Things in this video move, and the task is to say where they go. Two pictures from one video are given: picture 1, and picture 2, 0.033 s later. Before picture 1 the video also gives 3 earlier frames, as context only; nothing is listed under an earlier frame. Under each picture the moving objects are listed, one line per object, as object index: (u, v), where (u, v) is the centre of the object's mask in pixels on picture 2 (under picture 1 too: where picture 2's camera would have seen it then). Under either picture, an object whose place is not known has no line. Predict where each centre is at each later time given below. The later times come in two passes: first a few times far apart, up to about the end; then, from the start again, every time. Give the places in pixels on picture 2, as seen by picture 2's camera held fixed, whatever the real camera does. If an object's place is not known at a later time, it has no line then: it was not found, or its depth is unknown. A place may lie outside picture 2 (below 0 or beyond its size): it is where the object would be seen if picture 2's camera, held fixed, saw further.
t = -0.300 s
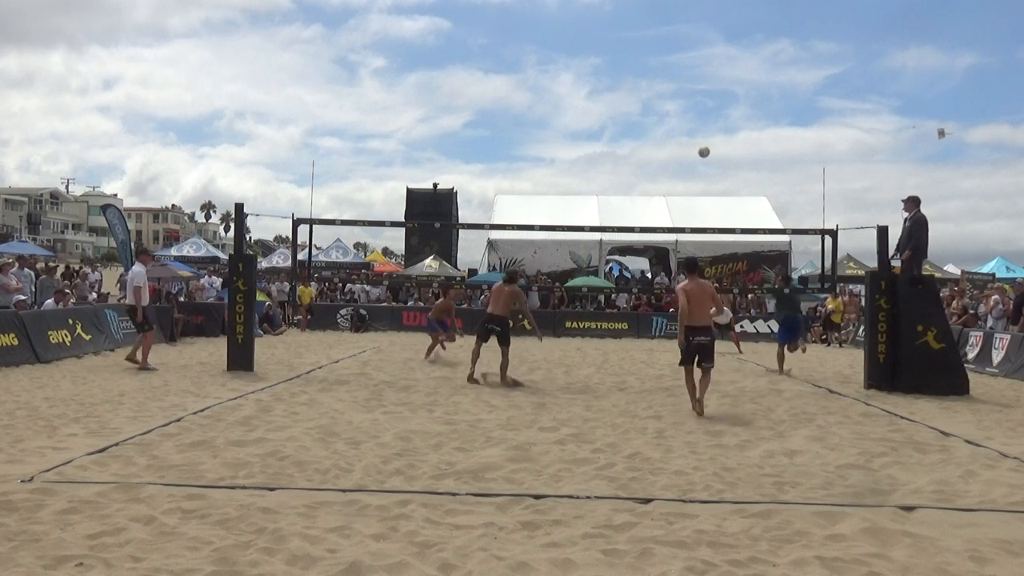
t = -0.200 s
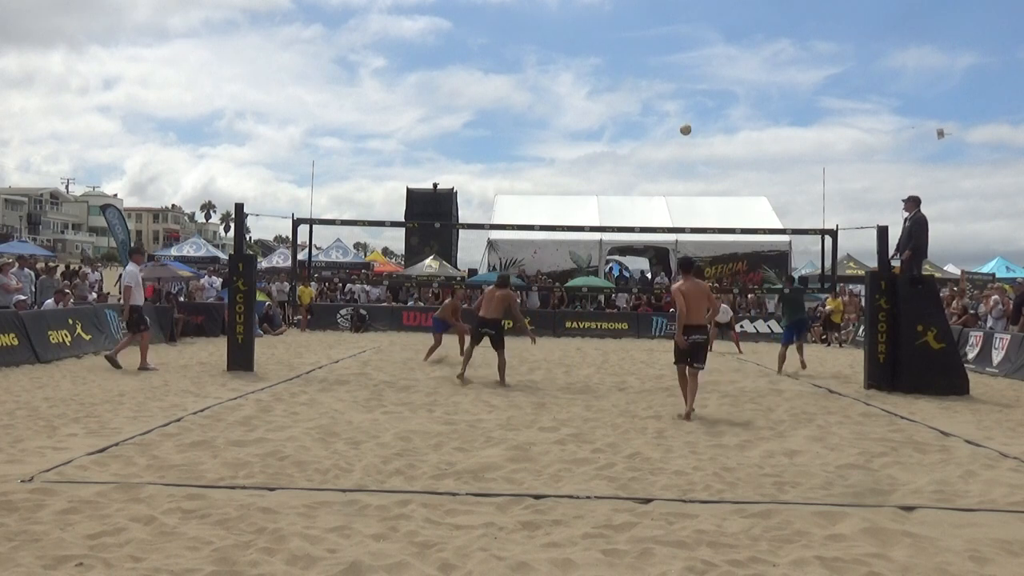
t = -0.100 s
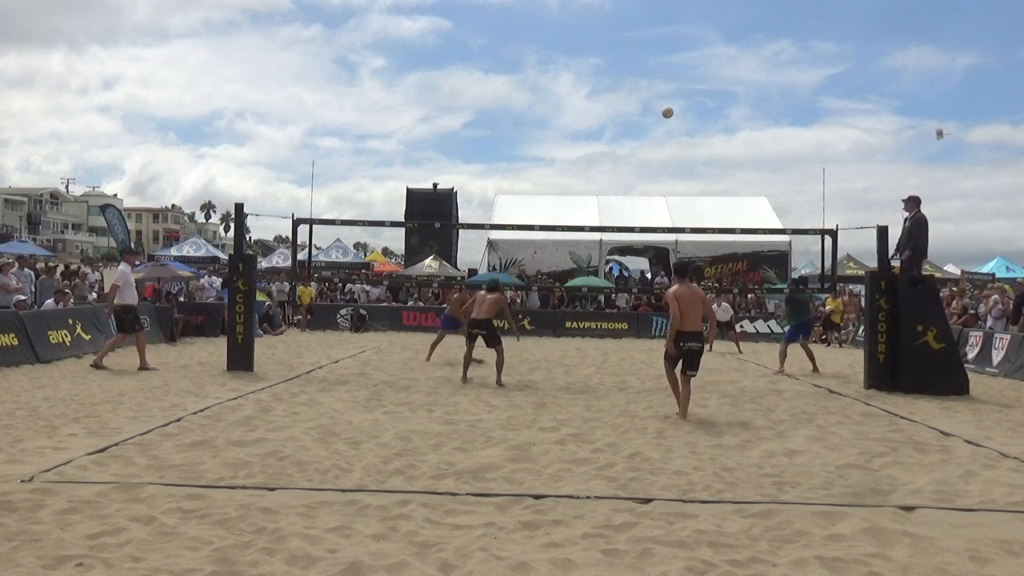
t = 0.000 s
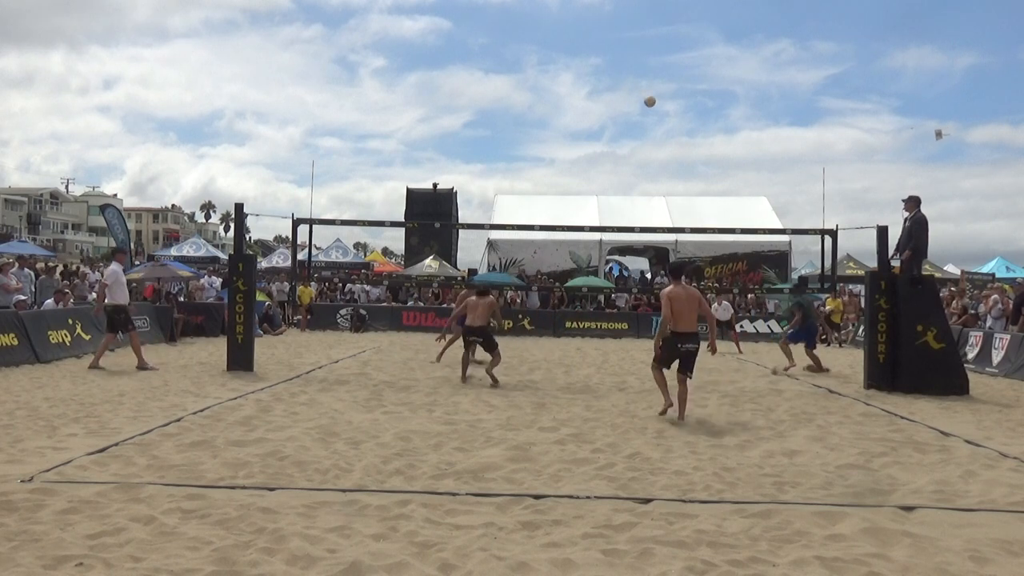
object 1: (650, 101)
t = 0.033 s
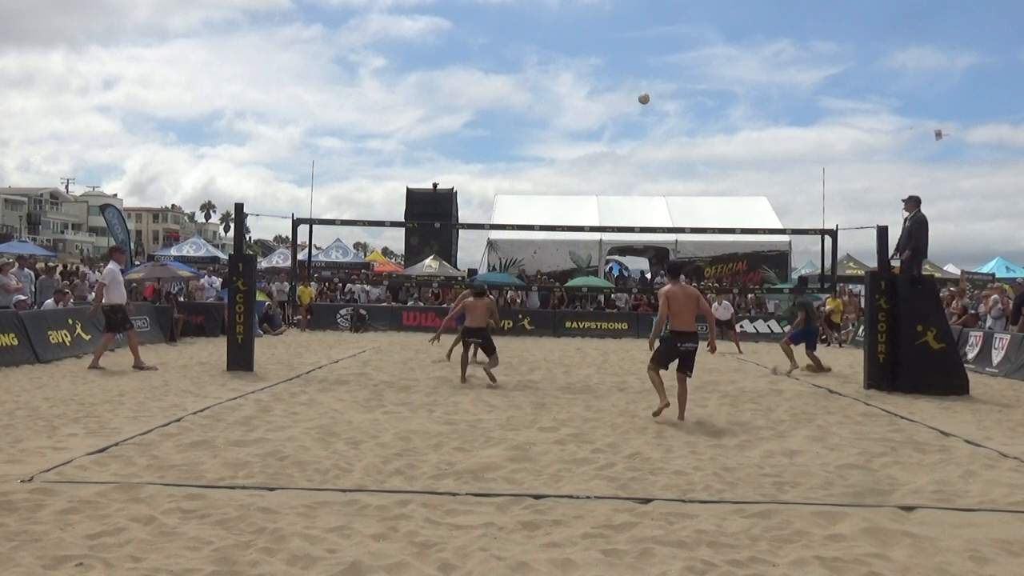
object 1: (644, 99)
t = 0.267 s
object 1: (603, 97)
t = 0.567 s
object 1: (553, 134)
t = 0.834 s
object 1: (510, 203)
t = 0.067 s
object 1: (638, 97)
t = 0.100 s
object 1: (632, 95)
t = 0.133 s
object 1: (626, 94)
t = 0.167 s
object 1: (620, 94)
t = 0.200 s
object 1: (615, 95)
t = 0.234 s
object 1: (609, 95)
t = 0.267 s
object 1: (603, 97)
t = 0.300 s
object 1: (598, 99)
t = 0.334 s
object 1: (592, 101)
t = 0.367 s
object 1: (587, 104)
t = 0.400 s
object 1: (581, 108)
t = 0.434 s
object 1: (575, 112)
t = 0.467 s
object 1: (570, 117)
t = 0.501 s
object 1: (564, 122)
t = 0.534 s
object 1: (559, 128)
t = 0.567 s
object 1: (553, 134)
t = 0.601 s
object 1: (548, 141)
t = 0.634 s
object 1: (542, 149)
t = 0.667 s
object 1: (537, 157)
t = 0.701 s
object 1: (532, 165)
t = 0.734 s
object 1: (526, 174)
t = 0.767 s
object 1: (521, 183)
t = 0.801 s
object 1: (516, 193)
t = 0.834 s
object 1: (510, 203)
